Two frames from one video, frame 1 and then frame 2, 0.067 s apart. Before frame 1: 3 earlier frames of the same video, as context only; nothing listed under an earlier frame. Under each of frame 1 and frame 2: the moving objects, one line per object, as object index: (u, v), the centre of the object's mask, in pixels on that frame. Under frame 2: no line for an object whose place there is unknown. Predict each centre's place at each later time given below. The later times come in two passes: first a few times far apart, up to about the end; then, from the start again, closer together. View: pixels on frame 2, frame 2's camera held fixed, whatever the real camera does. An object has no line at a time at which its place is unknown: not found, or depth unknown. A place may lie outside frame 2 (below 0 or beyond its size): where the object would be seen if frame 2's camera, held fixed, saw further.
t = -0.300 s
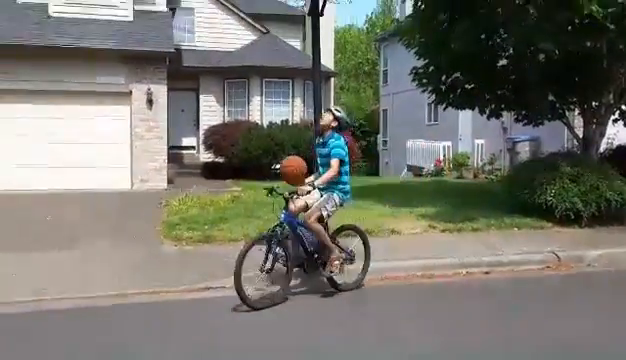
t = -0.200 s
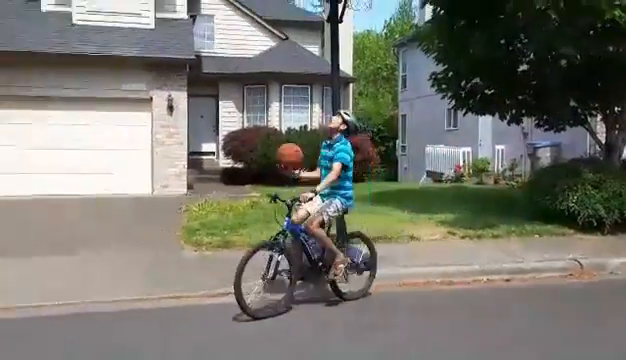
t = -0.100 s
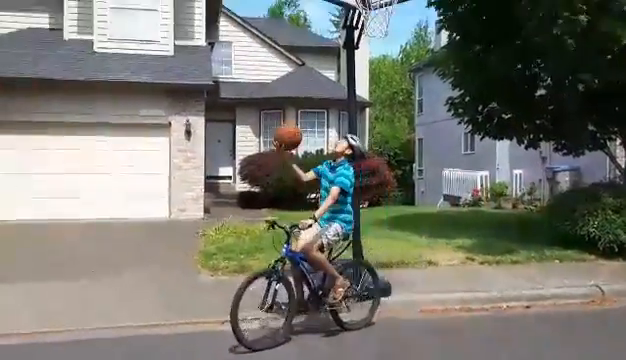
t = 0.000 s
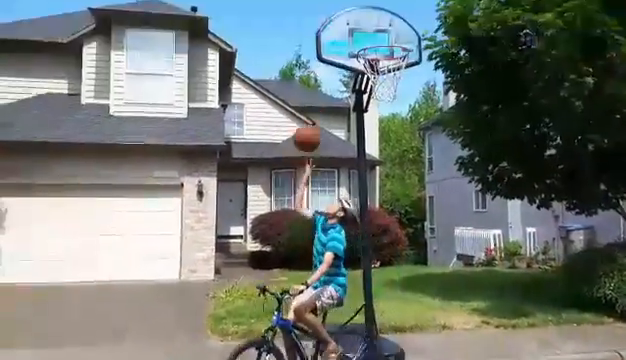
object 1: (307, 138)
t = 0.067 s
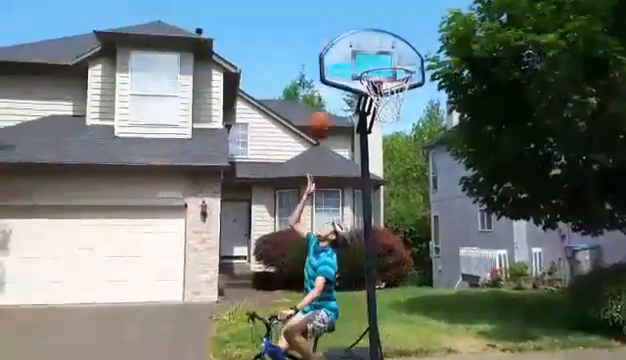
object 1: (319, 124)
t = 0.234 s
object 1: (343, 64)
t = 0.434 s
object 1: (371, 29)
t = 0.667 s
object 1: (404, 43)
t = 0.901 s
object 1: (438, 116)
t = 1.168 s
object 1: (478, 280)
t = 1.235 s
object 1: (494, 336)
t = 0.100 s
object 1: (324, 111)
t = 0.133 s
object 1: (330, 97)
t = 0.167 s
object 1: (333, 84)
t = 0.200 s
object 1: (337, 73)
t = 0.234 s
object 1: (343, 64)
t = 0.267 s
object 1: (347, 55)
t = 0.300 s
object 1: (352, 48)
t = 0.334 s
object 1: (357, 41)
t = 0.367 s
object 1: (361, 37)
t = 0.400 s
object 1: (366, 32)
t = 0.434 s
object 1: (371, 29)
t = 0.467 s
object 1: (375, 28)
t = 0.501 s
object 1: (380, 27)
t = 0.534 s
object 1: (384, 28)
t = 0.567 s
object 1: (389, 30)
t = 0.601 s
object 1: (394, 34)
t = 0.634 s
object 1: (399, 38)
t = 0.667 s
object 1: (404, 43)
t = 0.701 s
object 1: (409, 50)
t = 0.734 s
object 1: (414, 59)
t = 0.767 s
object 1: (418, 67)
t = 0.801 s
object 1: (423, 77)
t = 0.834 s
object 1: (428, 89)
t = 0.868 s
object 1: (433, 102)
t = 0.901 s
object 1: (438, 116)
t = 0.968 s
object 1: (448, 148)
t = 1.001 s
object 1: (449, 167)
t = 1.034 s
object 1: (454, 186)
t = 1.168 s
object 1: (478, 280)
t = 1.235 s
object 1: (494, 336)
